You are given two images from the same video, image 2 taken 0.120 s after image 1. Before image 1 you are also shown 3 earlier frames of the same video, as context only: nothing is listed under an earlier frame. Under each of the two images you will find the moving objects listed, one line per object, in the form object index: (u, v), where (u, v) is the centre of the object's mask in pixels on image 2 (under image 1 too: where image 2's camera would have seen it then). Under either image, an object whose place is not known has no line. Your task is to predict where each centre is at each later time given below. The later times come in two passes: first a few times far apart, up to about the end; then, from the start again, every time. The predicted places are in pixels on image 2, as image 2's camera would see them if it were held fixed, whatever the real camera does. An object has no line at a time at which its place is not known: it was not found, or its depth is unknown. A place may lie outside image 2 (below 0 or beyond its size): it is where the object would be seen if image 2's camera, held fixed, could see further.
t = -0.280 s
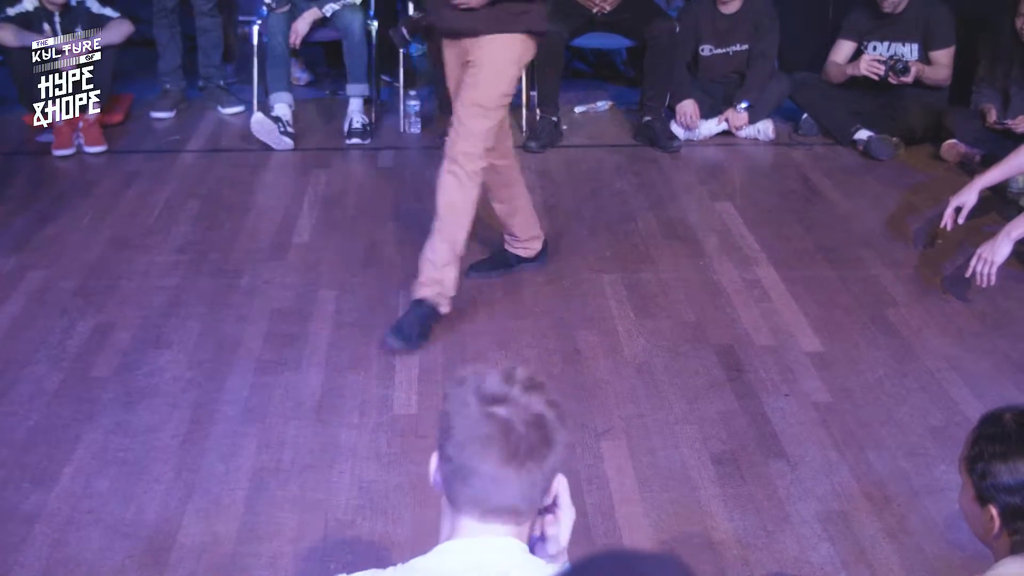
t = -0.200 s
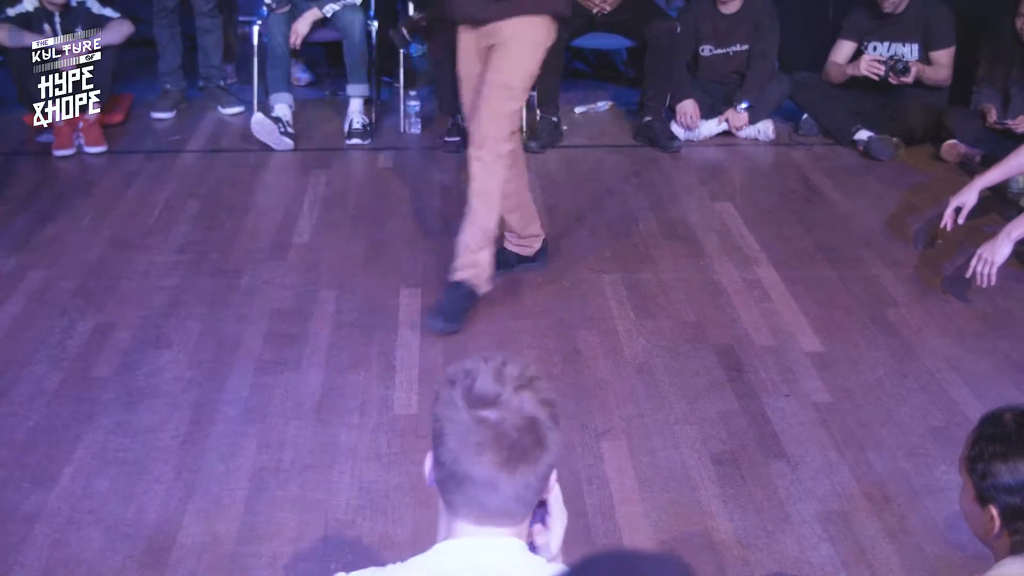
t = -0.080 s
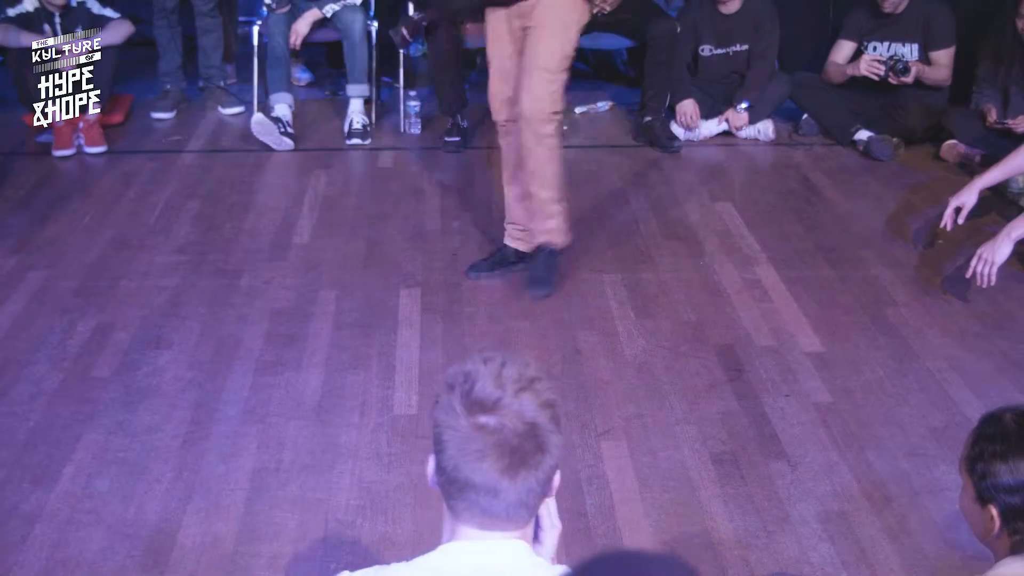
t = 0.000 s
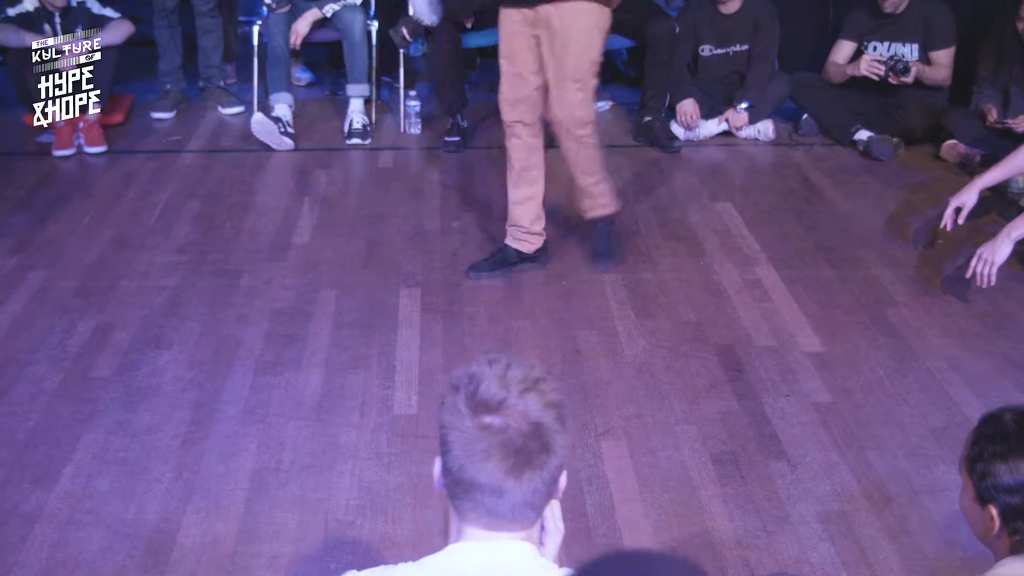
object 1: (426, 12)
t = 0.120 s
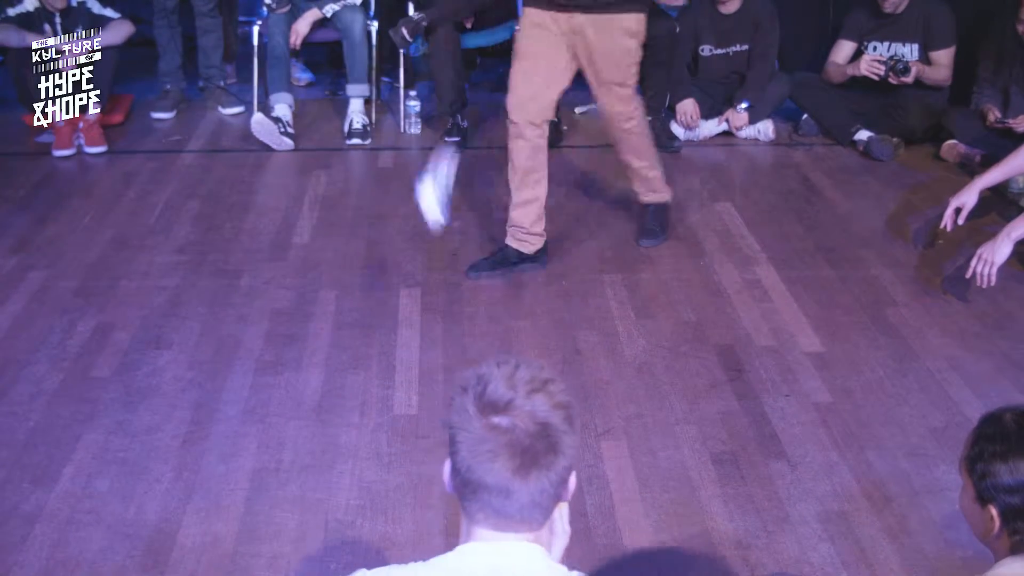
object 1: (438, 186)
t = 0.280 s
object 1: (456, 346)
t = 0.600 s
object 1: (514, 341)
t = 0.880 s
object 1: (539, 332)
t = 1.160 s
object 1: (550, 329)
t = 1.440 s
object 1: (550, 329)
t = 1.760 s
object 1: (550, 329)
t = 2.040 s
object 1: (550, 329)
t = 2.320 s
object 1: (549, 329)
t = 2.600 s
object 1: (550, 329)
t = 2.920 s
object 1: (550, 329)
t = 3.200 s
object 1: (550, 329)
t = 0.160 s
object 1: (441, 261)
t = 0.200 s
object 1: (449, 336)
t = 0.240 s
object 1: (451, 364)
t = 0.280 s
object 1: (456, 346)
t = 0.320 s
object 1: (469, 328)
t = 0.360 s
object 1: (474, 318)
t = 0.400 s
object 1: (478, 314)
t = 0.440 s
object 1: (484, 315)
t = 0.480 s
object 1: (491, 320)
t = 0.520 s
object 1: (499, 331)
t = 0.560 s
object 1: (507, 342)
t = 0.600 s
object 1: (514, 341)
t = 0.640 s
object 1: (517, 339)
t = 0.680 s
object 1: (521, 340)
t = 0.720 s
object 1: (526, 339)
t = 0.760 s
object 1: (532, 337)
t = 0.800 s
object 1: (535, 334)
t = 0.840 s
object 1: (537, 333)
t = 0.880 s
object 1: (539, 332)
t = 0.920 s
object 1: (542, 332)
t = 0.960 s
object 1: (544, 331)
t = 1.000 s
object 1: (547, 330)
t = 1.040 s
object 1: (548, 330)
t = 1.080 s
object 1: (549, 329)
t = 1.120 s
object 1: (549, 329)
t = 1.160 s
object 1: (550, 329)
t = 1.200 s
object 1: (550, 329)
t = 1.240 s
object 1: (550, 329)
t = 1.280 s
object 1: (550, 329)
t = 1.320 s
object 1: (550, 329)
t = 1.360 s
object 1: (550, 329)
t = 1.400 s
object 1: (550, 329)
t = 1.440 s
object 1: (550, 329)
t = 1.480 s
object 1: (550, 329)
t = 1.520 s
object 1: (550, 329)
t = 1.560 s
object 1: (550, 329)
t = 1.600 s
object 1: (550, 329)
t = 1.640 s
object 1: (550, 329)
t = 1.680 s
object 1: (550, 329)
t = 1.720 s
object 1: (550, 329)
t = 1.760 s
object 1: (550, 329)
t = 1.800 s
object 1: (550, 329)
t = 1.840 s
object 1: (550, 329)
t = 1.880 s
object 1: (550, 329)
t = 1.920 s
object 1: (550, 329)
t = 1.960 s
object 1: (550, 329)
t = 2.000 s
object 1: (550, 329)
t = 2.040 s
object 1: (550, 329)
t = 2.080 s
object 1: (550, 329)
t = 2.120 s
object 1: (550, 329)
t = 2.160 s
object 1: (550, 329)
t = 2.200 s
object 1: (550, 329)
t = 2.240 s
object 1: (550, 329)
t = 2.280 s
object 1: (550, 329)
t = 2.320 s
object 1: (549, 329)
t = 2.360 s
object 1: (549, 329)
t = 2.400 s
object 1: (550, 329)
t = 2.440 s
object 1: (550, 329)
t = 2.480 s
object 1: (550, 329)
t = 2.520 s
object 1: (549, 329)
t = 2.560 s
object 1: (550, 329)
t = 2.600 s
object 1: (550, 329)
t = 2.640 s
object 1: (550, 329)
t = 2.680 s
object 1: (550, 329)
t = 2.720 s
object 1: (550, 329)
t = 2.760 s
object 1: (550, 329)
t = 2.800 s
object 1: (550, 329)
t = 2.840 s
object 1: (550, 329)
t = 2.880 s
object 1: (550, 329)
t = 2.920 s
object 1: (550, 329)
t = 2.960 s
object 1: (550, 329)
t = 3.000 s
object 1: (550, 329)
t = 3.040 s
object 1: (550, 329)
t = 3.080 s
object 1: (550, 329)
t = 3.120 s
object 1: (550, 329)
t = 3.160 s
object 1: (550, 329)
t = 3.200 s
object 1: (550, 329)
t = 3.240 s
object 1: (550, 329)
